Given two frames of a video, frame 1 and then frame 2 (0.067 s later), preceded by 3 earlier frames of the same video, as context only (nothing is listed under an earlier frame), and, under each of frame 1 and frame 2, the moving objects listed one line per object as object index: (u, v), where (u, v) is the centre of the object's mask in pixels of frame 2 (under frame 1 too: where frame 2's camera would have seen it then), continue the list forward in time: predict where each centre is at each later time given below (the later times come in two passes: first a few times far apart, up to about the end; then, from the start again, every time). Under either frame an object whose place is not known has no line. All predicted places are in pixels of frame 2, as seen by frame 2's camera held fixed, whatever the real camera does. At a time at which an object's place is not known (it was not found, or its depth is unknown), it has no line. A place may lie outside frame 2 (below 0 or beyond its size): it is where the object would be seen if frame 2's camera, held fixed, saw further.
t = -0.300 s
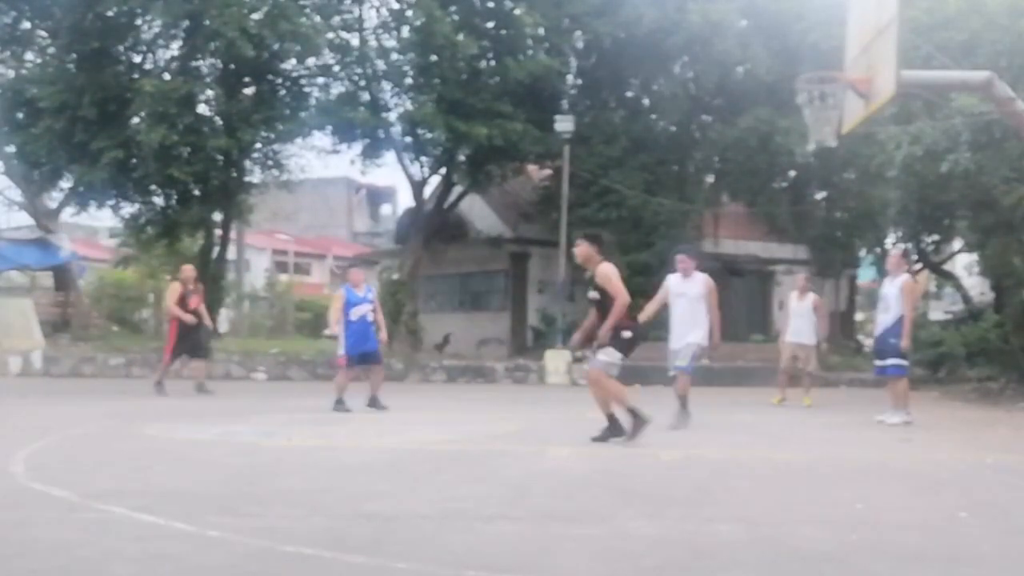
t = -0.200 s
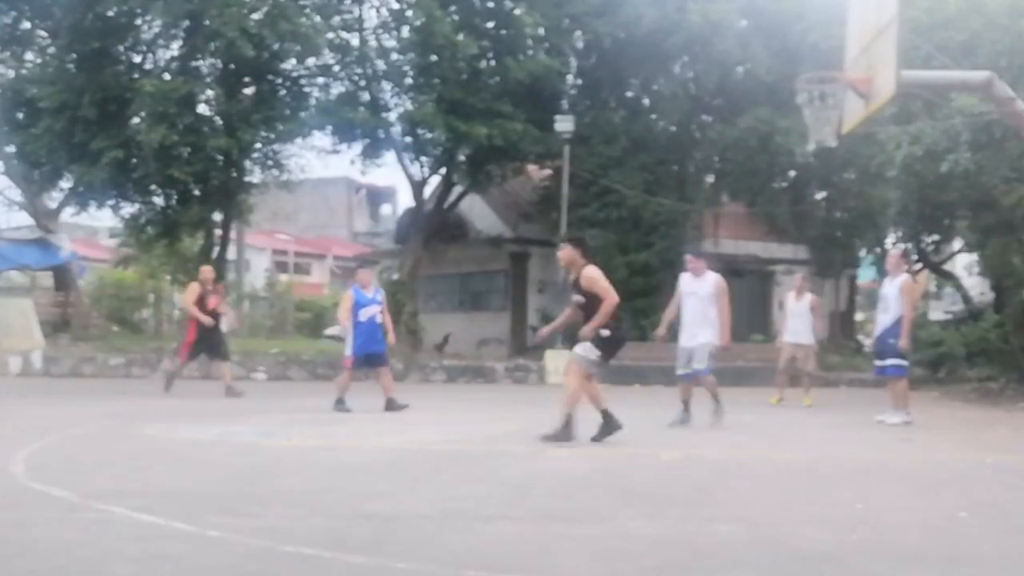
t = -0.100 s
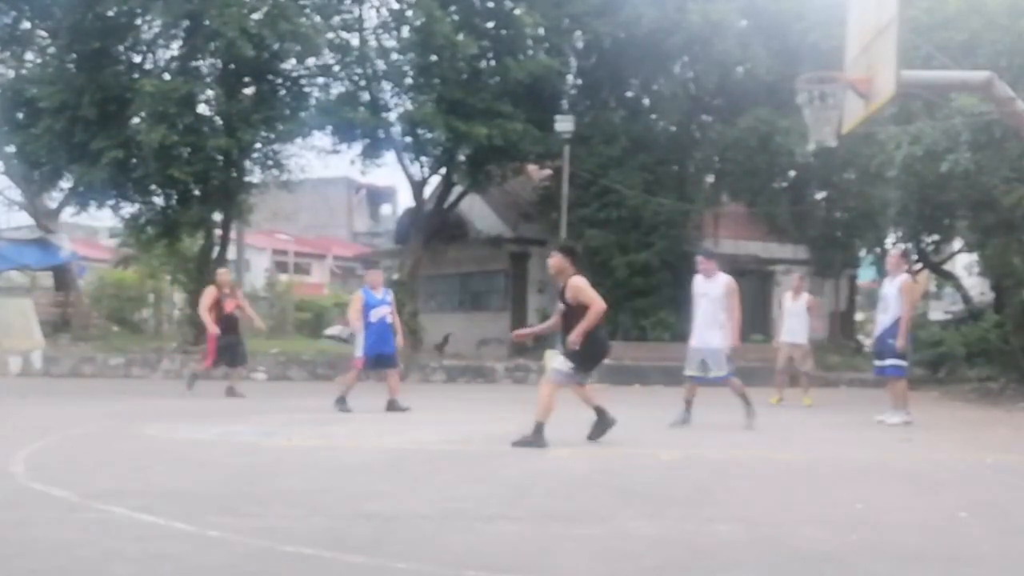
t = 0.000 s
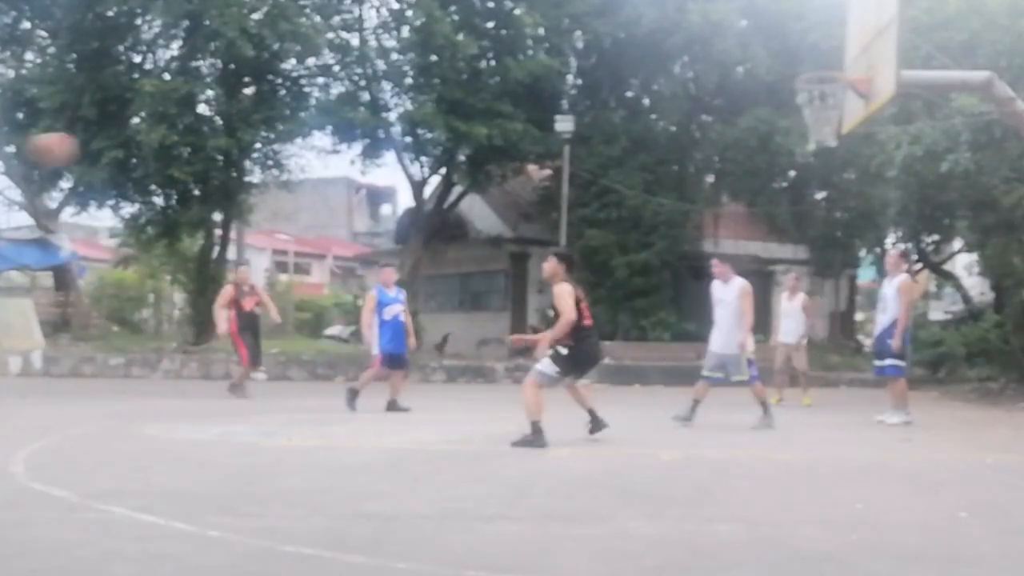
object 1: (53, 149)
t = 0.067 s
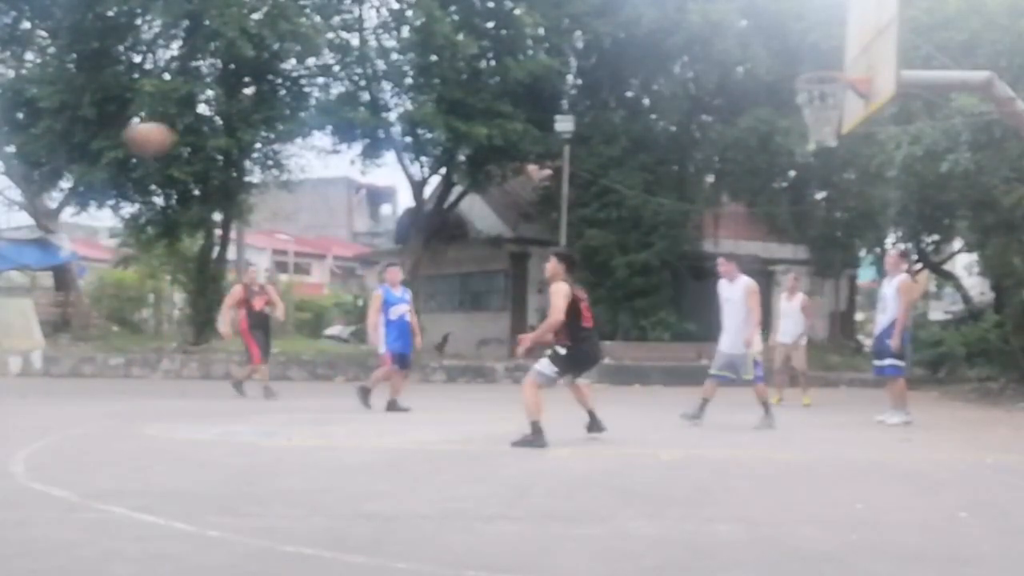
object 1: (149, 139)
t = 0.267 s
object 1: (376, 138)
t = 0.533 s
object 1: (589, 186)
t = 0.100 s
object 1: (191, 136)
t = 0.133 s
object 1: (234, 135)
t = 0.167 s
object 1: (272, 131)
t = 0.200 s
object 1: (308, 131)
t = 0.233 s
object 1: (343, 134)
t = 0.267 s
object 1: (376, 138)
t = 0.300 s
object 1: (410, 140)
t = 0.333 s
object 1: (437, 144)
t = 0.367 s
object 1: (466, 151)
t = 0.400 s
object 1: (493, 156)
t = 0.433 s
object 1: (520, 163)
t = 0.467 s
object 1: (542, 170)
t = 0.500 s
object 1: (566, 177)
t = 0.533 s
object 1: (589, 186)
